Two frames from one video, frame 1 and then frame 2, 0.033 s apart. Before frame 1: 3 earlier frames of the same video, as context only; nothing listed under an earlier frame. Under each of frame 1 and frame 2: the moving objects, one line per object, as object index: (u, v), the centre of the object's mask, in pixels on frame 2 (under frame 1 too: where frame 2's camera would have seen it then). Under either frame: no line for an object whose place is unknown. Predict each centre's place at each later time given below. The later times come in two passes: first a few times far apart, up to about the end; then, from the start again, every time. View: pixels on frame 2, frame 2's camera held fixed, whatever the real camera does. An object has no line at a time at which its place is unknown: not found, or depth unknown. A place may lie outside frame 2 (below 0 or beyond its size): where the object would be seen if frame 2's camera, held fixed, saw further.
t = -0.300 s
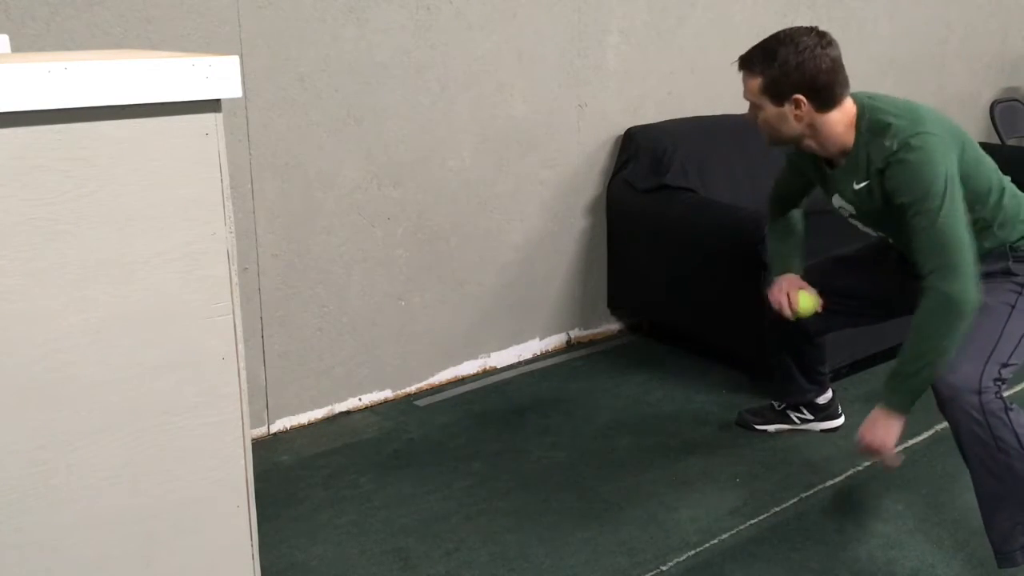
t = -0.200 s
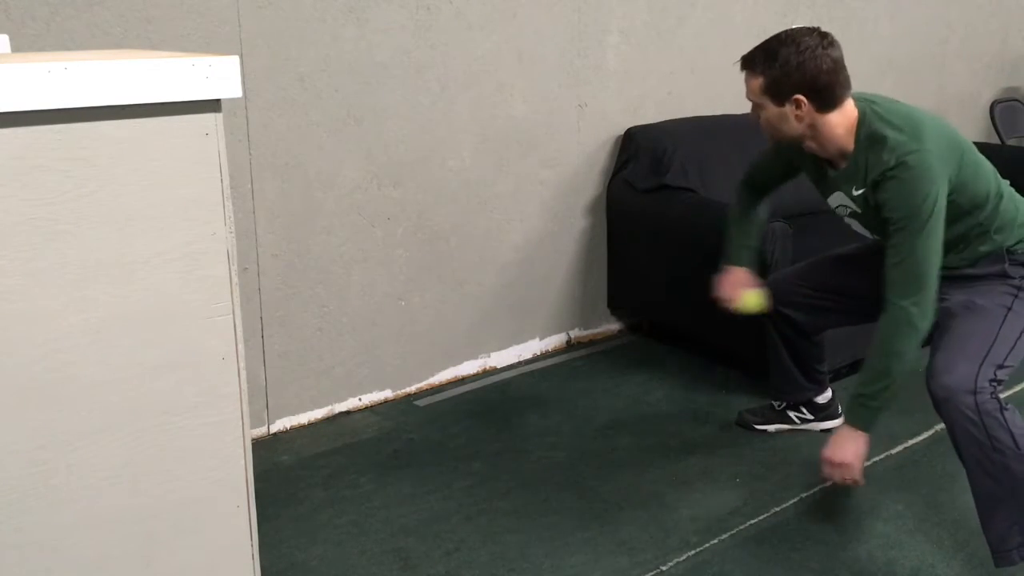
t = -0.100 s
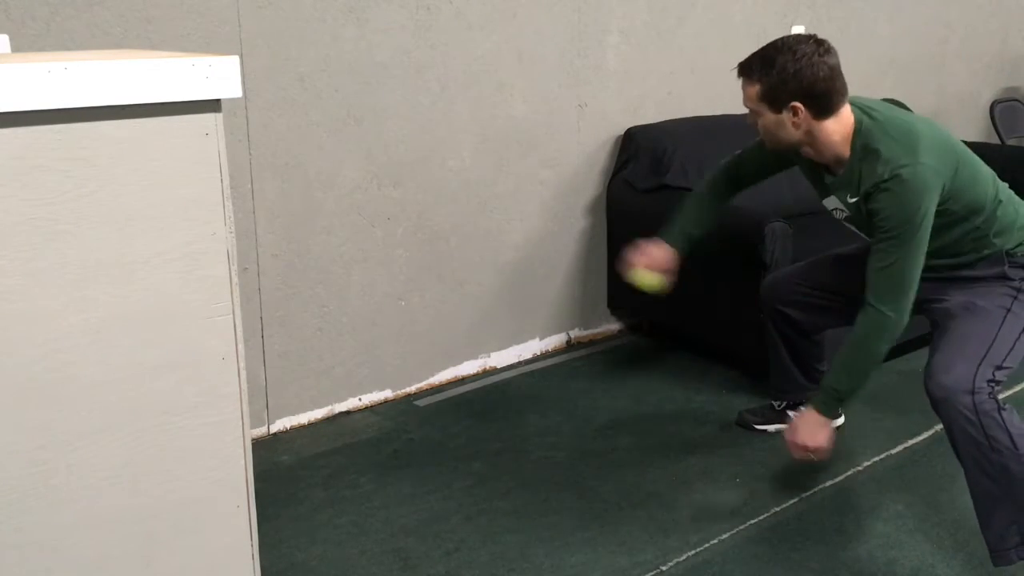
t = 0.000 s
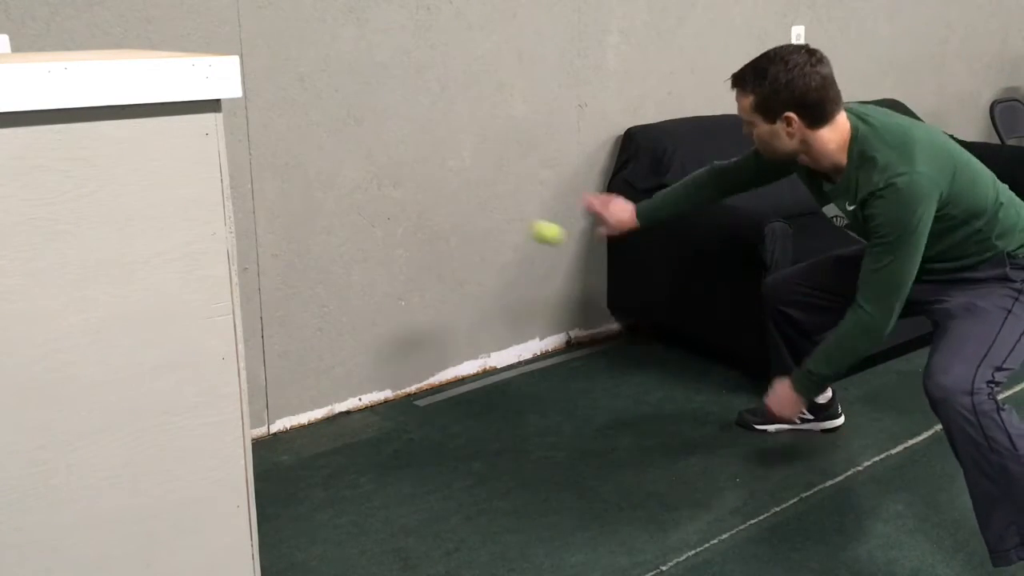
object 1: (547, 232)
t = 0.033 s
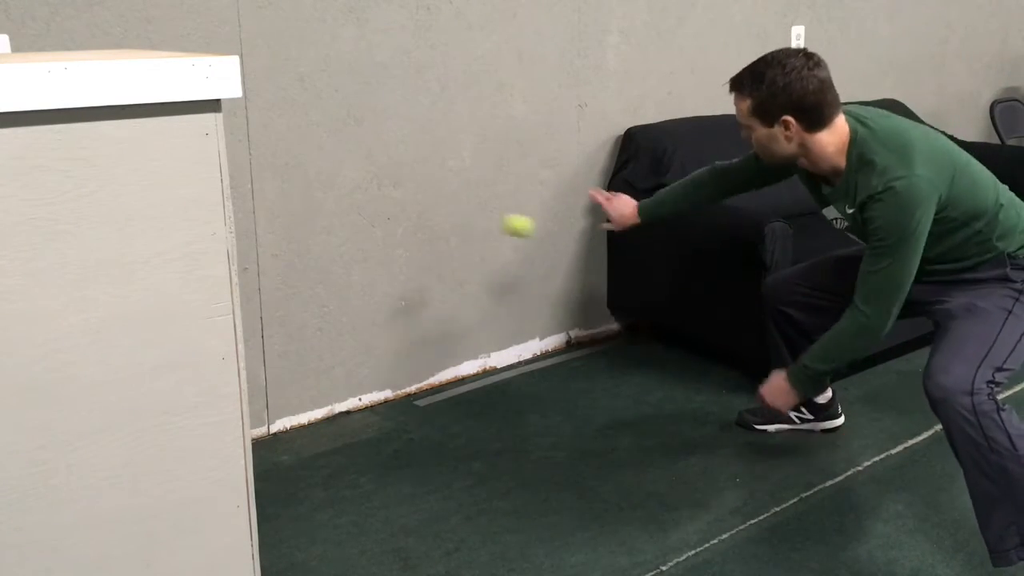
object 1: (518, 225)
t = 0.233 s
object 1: (495, 275)
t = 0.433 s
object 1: (595, 437)
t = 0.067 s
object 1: (490, 222)
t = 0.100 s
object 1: (465, 222)
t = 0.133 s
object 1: (449, 229)
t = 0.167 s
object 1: (464, 240)
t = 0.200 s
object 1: (479, 255)
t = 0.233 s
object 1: (495, 275)
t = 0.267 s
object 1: (512, 300)
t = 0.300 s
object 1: (528, 326)
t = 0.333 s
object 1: (548, 367)
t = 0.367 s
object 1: (563, 402)
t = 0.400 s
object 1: (580, 442)
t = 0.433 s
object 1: (595, 437)
